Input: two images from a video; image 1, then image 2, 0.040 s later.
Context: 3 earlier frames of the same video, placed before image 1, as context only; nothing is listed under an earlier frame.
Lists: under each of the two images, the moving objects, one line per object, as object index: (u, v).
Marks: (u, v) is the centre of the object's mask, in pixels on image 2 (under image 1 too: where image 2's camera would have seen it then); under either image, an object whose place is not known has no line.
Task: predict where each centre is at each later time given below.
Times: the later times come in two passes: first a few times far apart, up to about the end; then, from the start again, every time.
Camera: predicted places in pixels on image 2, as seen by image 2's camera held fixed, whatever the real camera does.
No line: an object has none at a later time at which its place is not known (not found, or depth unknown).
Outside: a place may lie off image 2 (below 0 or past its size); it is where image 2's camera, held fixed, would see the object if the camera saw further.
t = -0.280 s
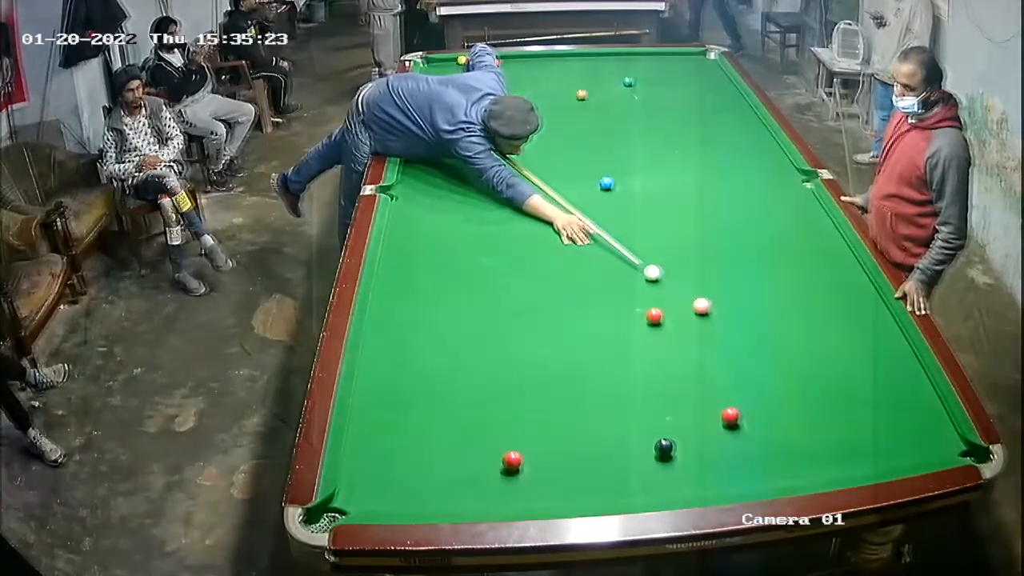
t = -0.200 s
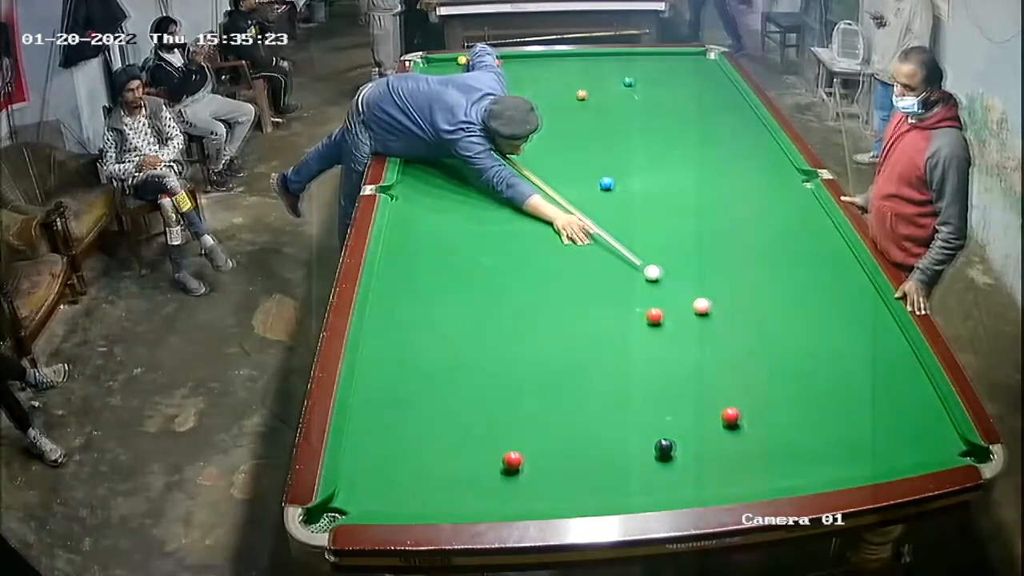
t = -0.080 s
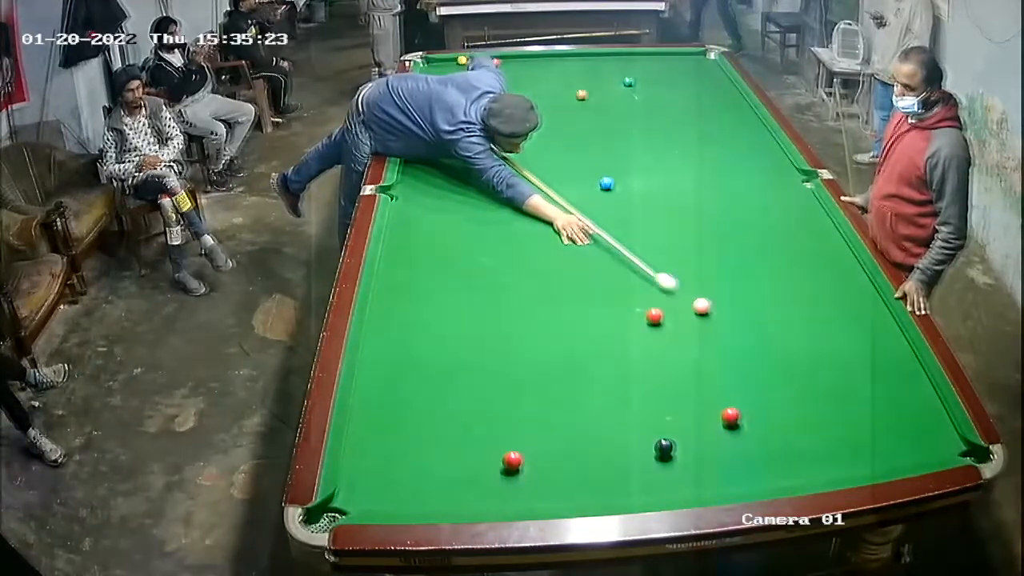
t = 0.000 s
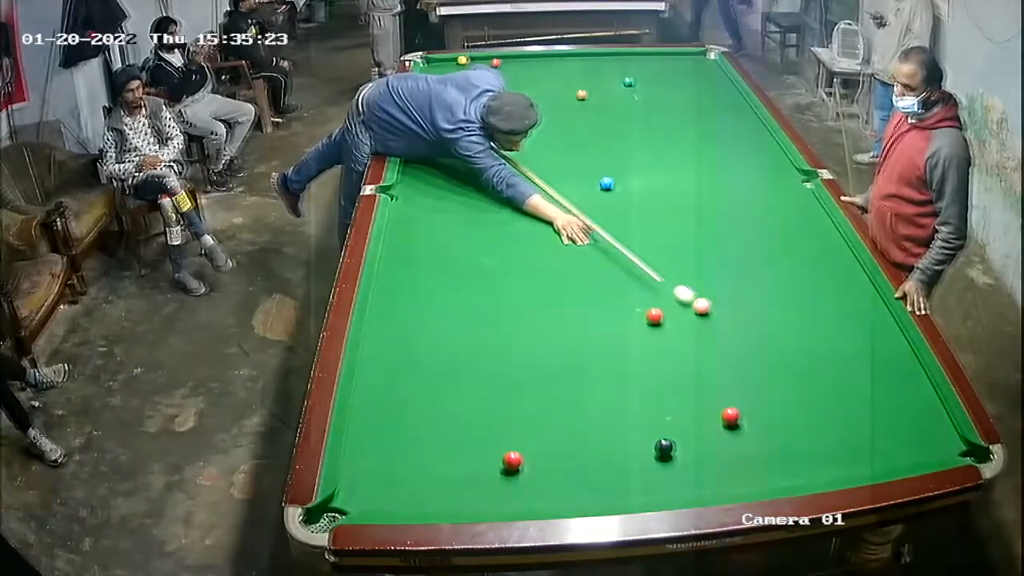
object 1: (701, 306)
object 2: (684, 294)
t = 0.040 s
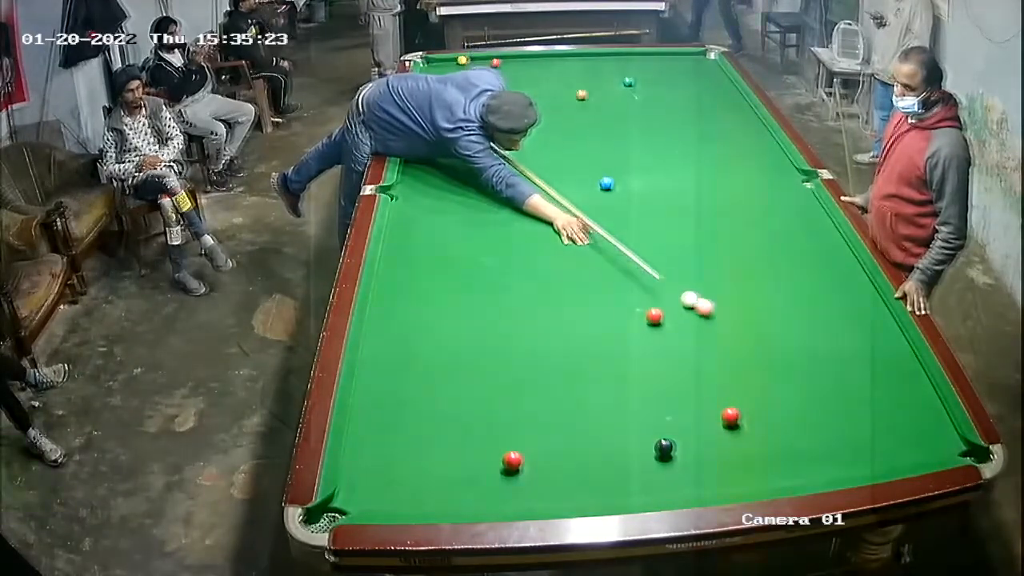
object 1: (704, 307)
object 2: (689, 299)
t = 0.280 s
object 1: (741, 329)
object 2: (695, 308)
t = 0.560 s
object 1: (783, 353)
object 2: (703, 320)
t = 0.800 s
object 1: (817, 373)
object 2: (709, 328)
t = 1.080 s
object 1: (855, 395)
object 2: (715, 336)
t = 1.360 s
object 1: (891, 416)
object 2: (720, 343)
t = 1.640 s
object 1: (924, 436)
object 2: (724, 349)
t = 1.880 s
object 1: (949, 449)
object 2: (726, 352)
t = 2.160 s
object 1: (967, 458)
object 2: (727, 354)
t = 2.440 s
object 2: (727, 354)
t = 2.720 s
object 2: (726, 354)
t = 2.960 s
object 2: (726, 354)
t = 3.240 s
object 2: (727, 354)
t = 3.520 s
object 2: (727, 354)
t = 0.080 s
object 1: (711, 311)
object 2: (689, 300)
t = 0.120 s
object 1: (718, 315)
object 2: (690, 302)
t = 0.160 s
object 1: (724, 319)
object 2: (691, 303)
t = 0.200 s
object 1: (729, 322)
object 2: (692, 305)
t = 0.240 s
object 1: (736, 326)
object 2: (694, 307)
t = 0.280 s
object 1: (741, 329)
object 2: (695, 308)
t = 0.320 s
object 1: (748, 332)
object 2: (696, 310)
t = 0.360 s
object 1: (753, 336)
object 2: (697, 312)
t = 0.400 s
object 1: (759, 339)
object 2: (698, 313)
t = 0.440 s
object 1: (765, 343)
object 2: (699, 315)
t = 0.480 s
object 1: (771, 346)
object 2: (700, 317)
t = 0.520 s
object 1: (777, 349)
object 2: (702, 318)
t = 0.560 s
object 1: (783, 353)
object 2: (703, 320)
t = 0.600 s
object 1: (789, 356)
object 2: (704, 321)
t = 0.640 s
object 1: (795, 360)
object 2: (705, 322)
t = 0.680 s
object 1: (800, 362)
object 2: (706, 324)
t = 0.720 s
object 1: (806, 366)
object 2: (707, 325)
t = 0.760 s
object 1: (811, 369)
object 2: (708, 327)
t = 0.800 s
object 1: (817, 373)
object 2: (709, 328)
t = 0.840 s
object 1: (823, 376)
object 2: (710, 329)
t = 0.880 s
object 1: (828, 379)
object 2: (711, 331)
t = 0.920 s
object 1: (834, 383)
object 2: (711, 332)
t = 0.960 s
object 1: (839, 386)
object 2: (712, 333)
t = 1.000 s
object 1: (844, 389)
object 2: (713, 334)
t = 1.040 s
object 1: (850, 392)
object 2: (714, 335)
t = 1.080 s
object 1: (855, 395)
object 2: (715, 336)
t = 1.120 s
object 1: (860, 398)
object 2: (716, 338)
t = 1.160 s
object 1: (865, 401)
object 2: (717, 339)
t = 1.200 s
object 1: (871, 404)
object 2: (717, 340)
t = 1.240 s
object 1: (876, 407)
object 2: (718, 341)
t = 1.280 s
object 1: (881, 410)
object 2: (719, 342)
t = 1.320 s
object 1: (886, 413)
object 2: (720, 343)
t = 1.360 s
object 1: (891, 416)
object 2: (720, 343)
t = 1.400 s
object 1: (896, 419)
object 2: (721, 344)
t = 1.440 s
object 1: (900, 422)
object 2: (721, 345)
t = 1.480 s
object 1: (906, 425)
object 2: (722, 346)
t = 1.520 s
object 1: (910, 428)
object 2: (723, 347)
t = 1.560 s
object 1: (915, 430)
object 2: (723, 347)
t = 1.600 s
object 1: (919, 433)
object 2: (724, 348)
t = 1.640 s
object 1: (924, 436)
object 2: (724, 349)
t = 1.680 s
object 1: (928, 438)
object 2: (724, 349)
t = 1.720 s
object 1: (932, 441)
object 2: (725, 350)
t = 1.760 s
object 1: (937, 444)
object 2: (725, 350)
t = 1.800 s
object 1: (941, 446)
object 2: (726, 351)
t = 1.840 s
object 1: (945, 447)
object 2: (726, 352)
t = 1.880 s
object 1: (949, 449)
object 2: (726, 352)
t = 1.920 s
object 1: (953, 450)
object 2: (726, 352)
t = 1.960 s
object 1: (955, 450)
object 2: (726, 353)
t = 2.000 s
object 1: (958, 450)
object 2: (726, 353)
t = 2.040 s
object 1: (960, 450)
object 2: (726, 354)
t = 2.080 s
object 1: (963, 451)
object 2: (727, 354)
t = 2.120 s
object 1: (965, 454)
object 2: (727, 354)
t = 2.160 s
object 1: (967, 458)
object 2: (727, 354)
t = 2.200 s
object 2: (727, 354)
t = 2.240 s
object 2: (727, 354)
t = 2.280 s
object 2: (727, 354)
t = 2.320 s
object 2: (727, 354)
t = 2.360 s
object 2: (727, 354)
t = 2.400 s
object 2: (727, 354)
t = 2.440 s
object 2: (727, 354)
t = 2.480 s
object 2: (727, 354)
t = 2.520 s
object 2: (727, 354)
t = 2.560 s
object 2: (727, 354)
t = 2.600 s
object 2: (726, 354)
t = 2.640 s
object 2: (727, 354)
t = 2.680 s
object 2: (726, 354)
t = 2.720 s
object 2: (726, 354)
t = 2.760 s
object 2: (727, 354)
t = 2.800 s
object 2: (727, 354)
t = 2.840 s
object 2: (726, 354)
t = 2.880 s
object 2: (726, 354)
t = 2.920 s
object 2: (726, 354)
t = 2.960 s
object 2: (726, 354)
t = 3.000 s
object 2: (726, 354)
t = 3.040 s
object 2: (727, 354)
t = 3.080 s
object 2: (727, 354)
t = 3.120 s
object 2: (727, 354)
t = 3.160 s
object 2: (727, 354)
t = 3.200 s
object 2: (727, 354)
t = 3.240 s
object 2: (727, 354)
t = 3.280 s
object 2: (727, 354)
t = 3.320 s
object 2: (727, 354)
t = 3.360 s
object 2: (727, 354)
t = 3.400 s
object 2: (727, 354)
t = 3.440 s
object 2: (727, 354)
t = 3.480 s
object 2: (727, 354)
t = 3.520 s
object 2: (727, 354)
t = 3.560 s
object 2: (727, 354)
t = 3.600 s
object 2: (727, 354)
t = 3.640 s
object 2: (727, 354)
